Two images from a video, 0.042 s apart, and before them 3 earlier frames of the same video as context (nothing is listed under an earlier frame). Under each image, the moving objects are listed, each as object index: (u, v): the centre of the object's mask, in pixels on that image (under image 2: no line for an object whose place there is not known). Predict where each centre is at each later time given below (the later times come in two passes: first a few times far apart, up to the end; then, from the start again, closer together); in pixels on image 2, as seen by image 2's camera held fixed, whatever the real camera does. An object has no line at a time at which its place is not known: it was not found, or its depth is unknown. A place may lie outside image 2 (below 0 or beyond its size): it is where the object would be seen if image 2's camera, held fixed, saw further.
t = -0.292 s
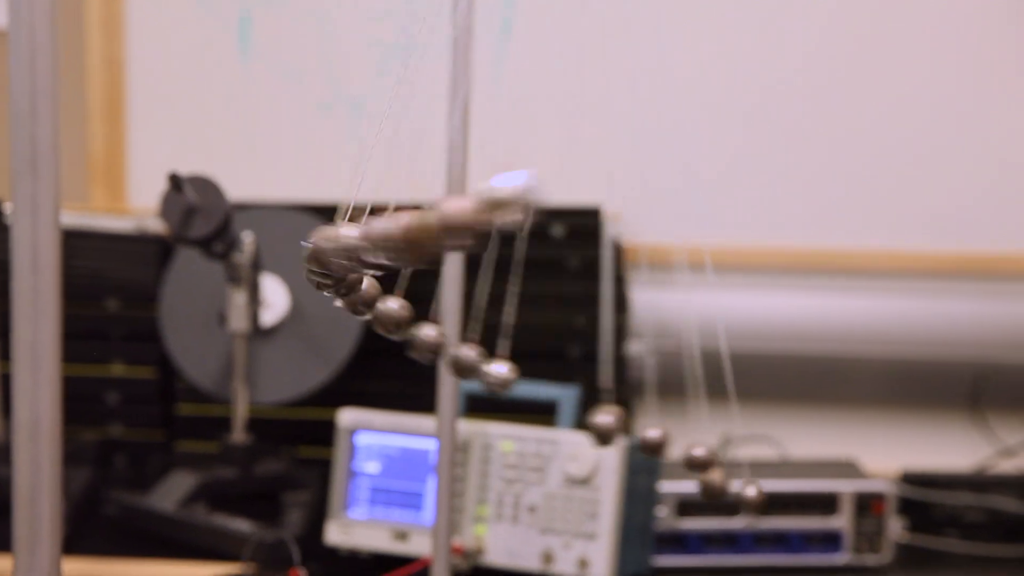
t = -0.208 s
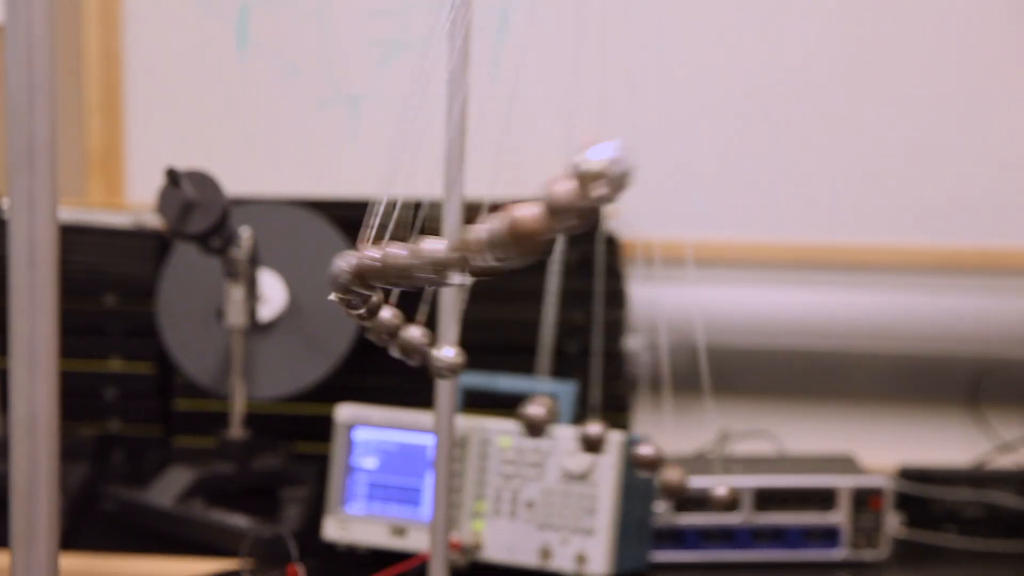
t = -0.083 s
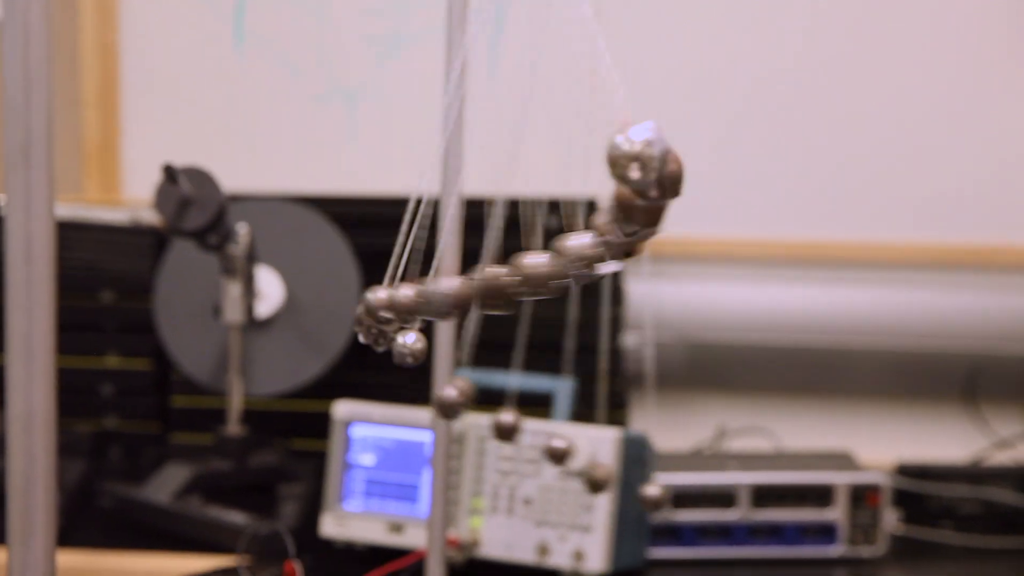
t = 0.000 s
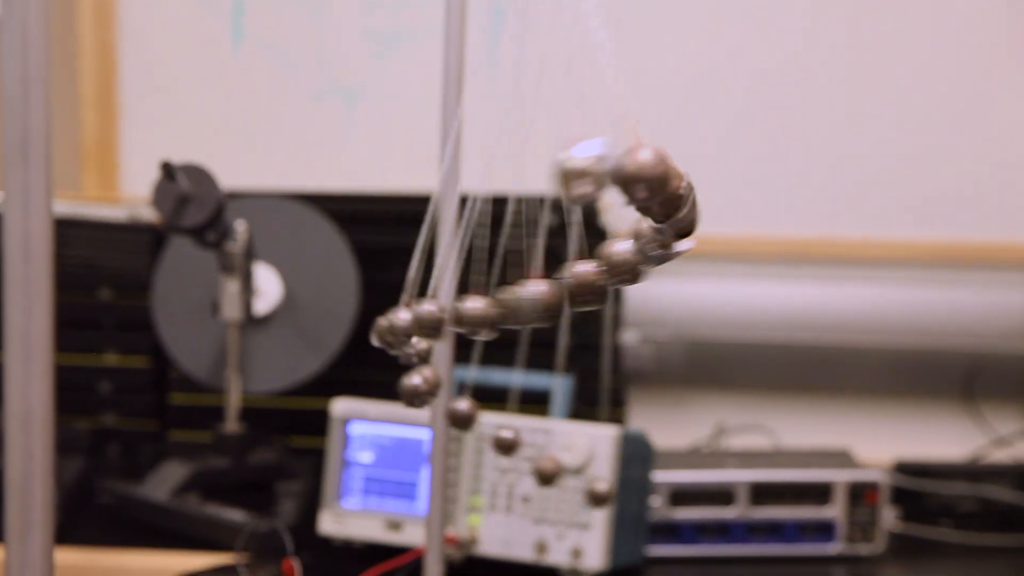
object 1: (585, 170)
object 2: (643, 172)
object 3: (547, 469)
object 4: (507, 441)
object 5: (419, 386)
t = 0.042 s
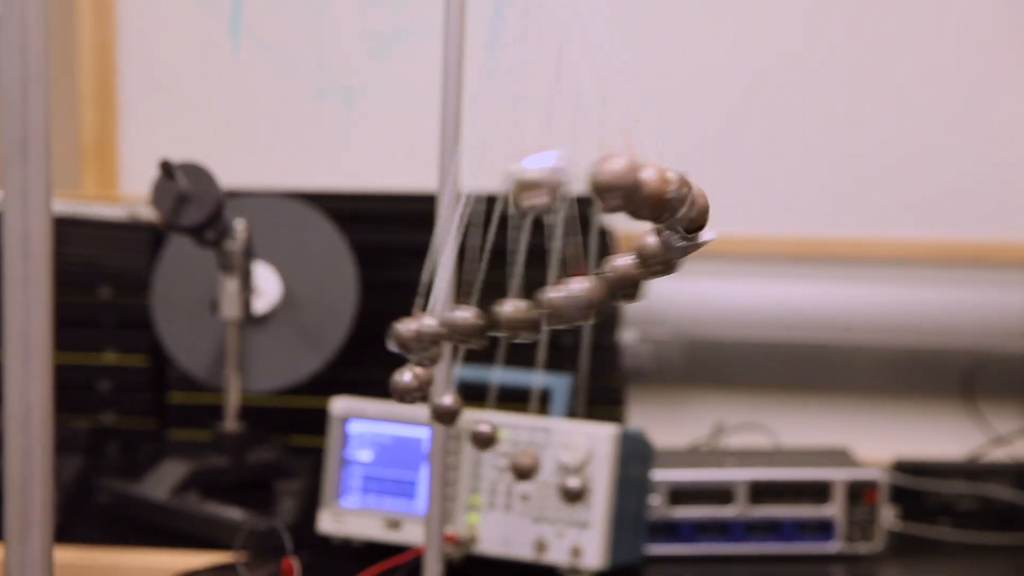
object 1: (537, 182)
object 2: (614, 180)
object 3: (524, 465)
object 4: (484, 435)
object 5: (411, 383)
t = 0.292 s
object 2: (296, 193)
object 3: (458, 451)
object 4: (445, 426)
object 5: (486, 399)
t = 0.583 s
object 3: (555, 470)
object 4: (594, 449)
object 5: (697, 406)
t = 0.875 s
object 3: (711, 471)
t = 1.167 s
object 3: (711, 470)
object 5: (525, 405)
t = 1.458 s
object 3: (553, 470)
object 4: (492, 437)
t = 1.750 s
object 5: (554, 409)
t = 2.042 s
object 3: (547, 469)
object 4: (614, 449)
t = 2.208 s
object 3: (645, 473)
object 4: (709, 445)
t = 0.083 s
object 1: (483, 190)
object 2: (573, 194)
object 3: (505, 461)
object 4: (465, 430)
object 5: (409, 381)
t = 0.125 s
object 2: (526, 204)
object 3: (488, 458)
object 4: (453, 426)
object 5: (412, 382)
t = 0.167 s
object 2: (466, 209)
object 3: (473, 454)
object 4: (446, 426)
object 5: (421, 384)
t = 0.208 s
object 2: (404, 210)
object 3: (463, 451)
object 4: (441, 427)
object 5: (438, 393)
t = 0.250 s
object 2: (352, 203)
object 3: (458, 449)
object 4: (441, 427)
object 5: (457, 398)
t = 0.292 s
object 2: (296, 193)
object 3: (458, 451)
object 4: (445, 426)
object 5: (486, 399)
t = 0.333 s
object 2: (253, 180)
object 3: (460, 454)
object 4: (457, 426)
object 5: (514, 404)
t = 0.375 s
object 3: (467, 455)
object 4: (471, 431)
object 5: (543, 408)
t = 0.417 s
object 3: (478, 457)
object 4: (489, 436)
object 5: (580, 410)
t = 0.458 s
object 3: (493, 460)
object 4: (513, 440)
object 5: (610, 410)
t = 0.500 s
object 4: (539, 443)
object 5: (641, 410)
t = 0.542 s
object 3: (531, 466)
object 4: (565, 447)
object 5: (670, 410)
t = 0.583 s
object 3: (555, 470)
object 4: (594, 449)
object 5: (697, 406)
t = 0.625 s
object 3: (578, 472)
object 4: (624, 449)
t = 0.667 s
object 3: (605, 474)
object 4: (650, 448)
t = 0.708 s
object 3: (630, 473)
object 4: (676, 447)
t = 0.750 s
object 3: (652, 474)
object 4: (699, 445)
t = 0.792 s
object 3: (676, 474)
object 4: (717, 443)
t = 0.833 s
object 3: (695, 472)
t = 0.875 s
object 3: (711, 471)
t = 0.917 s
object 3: (723, 470)
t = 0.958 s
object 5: (680, 408)
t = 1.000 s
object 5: (654, 411)
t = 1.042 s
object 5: (621, 410)
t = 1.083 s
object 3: (734, 471)
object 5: (590, 410)
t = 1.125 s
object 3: (724, 470)
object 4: (701, 445)
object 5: (556, 409)
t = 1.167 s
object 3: (711, 470)
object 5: (525, 405)
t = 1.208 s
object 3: (694, 473)
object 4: (652, 449)
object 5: (495, 401)
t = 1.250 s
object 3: (674, 474)
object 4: (626, 448)
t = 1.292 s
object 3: (651, 474)
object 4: (596, 449)
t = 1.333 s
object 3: (629, 474)
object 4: (567, 447)
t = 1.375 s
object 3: (604, 474)
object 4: (540, 444)
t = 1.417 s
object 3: (577, 471)
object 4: (515, 441)
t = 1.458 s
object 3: (553, 470)
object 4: (492, 437)
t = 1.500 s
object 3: (530, 466)
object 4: (473, 432)
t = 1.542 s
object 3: (510, 463)
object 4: (457, 428)
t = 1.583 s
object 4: (448, 427)
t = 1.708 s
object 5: (522, 405)
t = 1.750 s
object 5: (554, 409)
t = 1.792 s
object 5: (588, 410)
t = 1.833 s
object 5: (620, 411)
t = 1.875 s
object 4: (504, 439)
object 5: (651, 411)
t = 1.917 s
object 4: (528, 443)
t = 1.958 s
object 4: (554, 446)
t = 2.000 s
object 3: (525, 465)
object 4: (582, 448)
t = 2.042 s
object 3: (547, 469)
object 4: (614, 449)
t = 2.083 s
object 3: (572, 472)
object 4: (639, 449)
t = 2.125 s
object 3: (596, 473)
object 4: (665, 448)
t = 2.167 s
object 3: (624, 474)
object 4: (689, 447)
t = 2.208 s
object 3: (645, 473)
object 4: (709, 445)
